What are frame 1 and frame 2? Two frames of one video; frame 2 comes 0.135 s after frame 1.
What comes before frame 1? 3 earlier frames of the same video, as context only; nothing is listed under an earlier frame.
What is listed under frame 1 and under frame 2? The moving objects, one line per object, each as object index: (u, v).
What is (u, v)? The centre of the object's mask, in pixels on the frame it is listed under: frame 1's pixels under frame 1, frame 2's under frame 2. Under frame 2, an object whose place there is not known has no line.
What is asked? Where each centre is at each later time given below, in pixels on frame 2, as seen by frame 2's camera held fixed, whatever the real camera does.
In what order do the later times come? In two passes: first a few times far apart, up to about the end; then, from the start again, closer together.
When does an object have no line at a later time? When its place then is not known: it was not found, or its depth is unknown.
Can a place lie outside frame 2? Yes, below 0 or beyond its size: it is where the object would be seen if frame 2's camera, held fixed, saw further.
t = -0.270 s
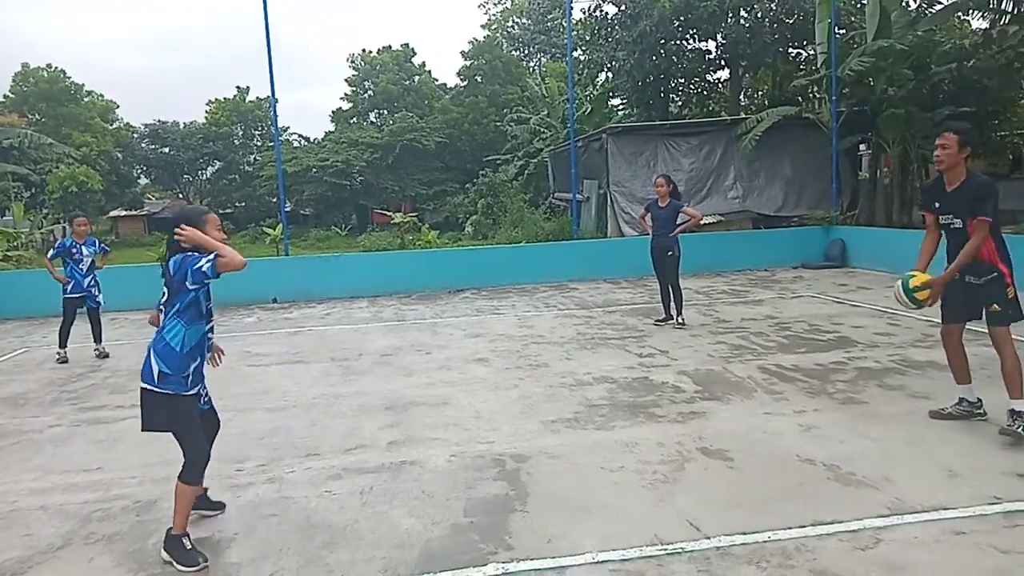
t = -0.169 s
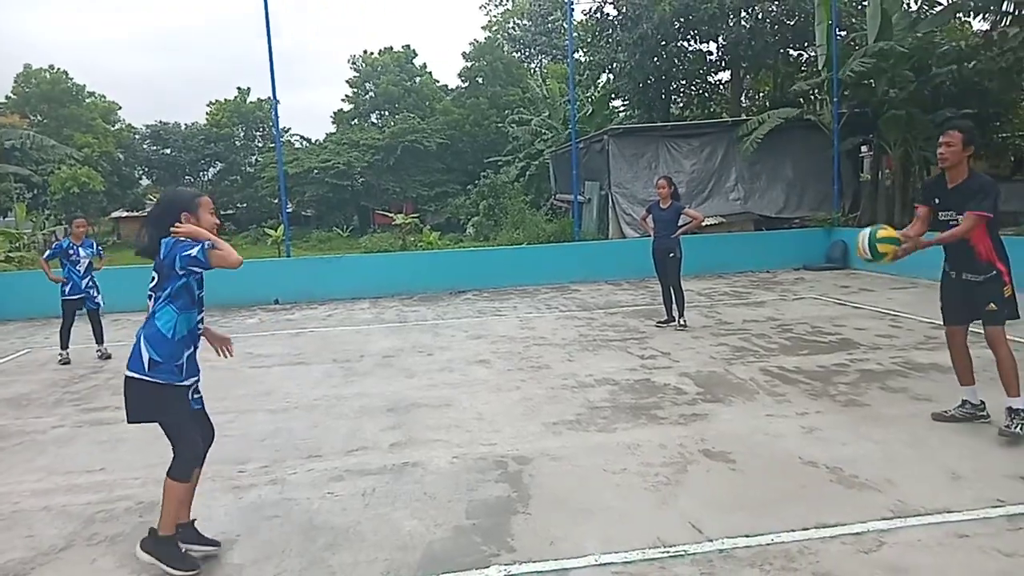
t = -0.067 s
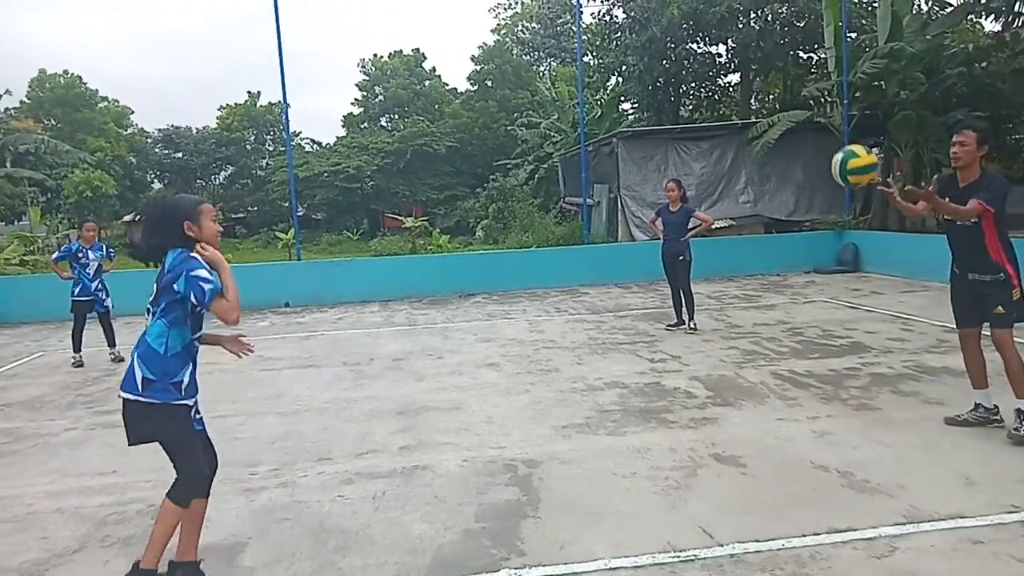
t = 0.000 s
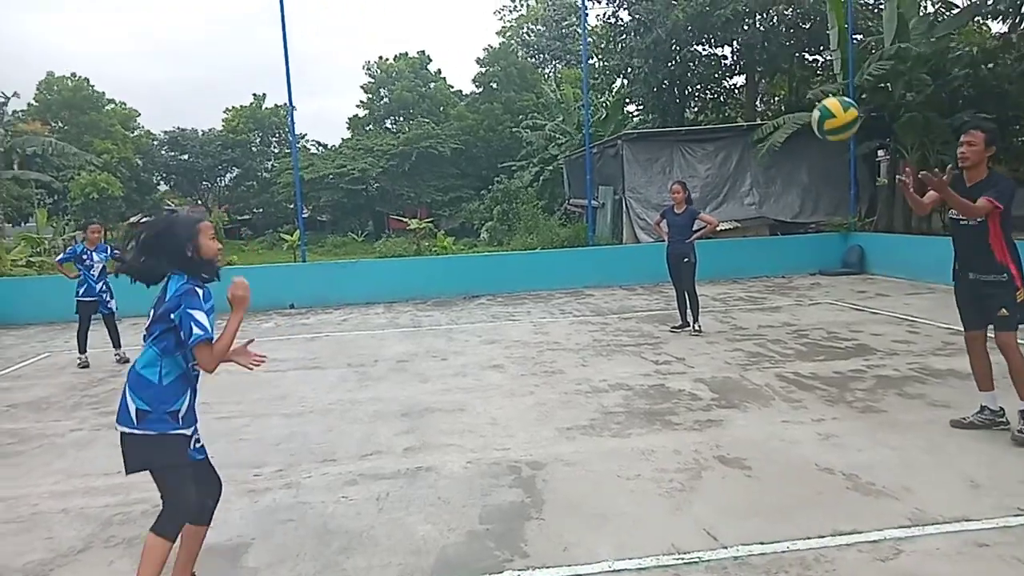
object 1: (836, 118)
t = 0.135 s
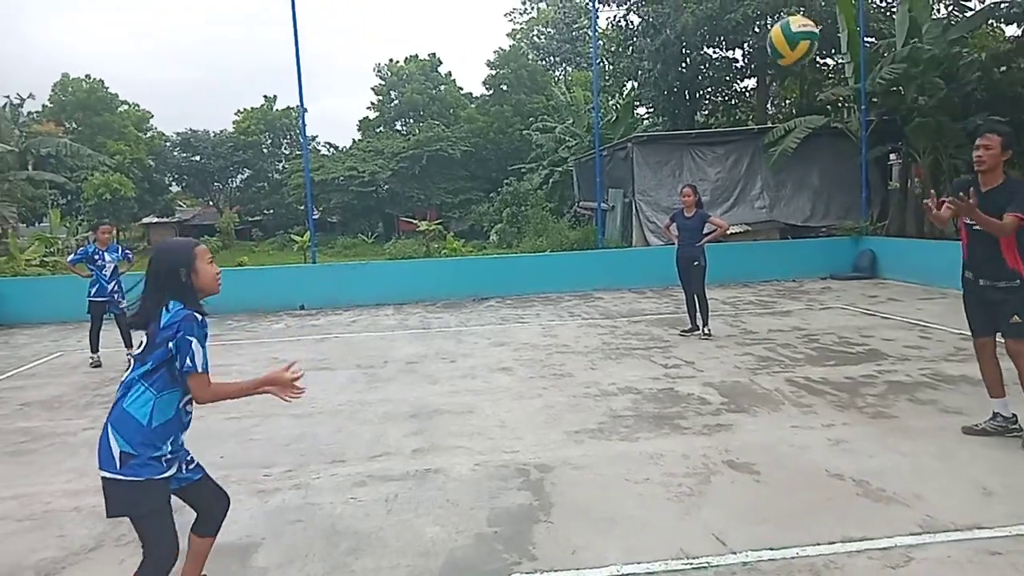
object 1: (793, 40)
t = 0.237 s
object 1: (746, 11)
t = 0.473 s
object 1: (616, 8)
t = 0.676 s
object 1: (450, 165)
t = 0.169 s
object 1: (778, 24)
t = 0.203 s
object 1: (762, 15)
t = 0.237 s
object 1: (746, 11)
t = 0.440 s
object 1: (630, 5)
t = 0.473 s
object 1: (616, 8)
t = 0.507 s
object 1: (596, 14)
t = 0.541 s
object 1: (574, 23)
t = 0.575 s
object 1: (526, 65)
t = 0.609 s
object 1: (502, 93)
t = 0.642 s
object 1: (477, 126)
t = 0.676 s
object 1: (450, 165)
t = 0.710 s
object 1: (424, 207)
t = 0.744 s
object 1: (397, 257)
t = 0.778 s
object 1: (368, 313)
